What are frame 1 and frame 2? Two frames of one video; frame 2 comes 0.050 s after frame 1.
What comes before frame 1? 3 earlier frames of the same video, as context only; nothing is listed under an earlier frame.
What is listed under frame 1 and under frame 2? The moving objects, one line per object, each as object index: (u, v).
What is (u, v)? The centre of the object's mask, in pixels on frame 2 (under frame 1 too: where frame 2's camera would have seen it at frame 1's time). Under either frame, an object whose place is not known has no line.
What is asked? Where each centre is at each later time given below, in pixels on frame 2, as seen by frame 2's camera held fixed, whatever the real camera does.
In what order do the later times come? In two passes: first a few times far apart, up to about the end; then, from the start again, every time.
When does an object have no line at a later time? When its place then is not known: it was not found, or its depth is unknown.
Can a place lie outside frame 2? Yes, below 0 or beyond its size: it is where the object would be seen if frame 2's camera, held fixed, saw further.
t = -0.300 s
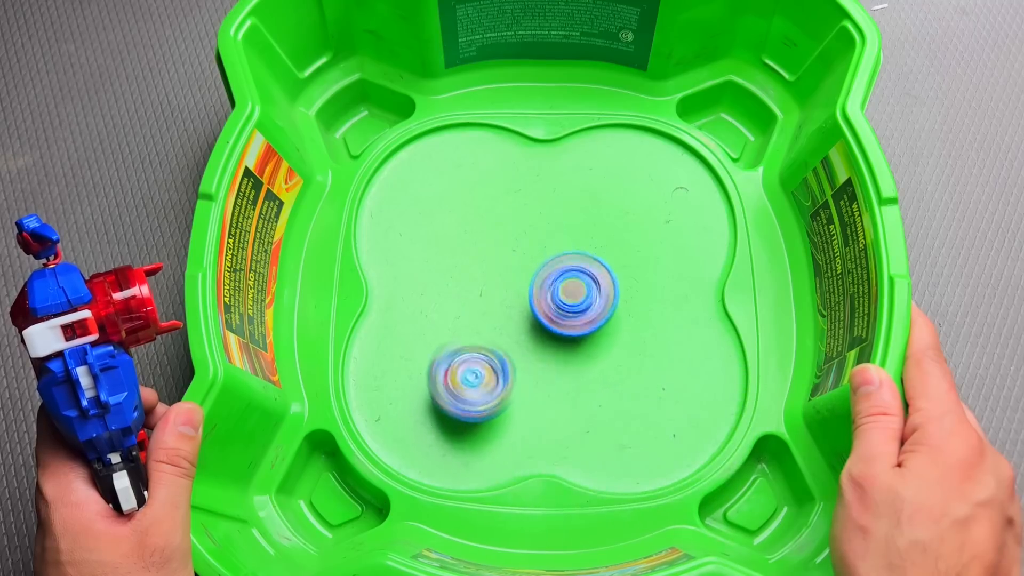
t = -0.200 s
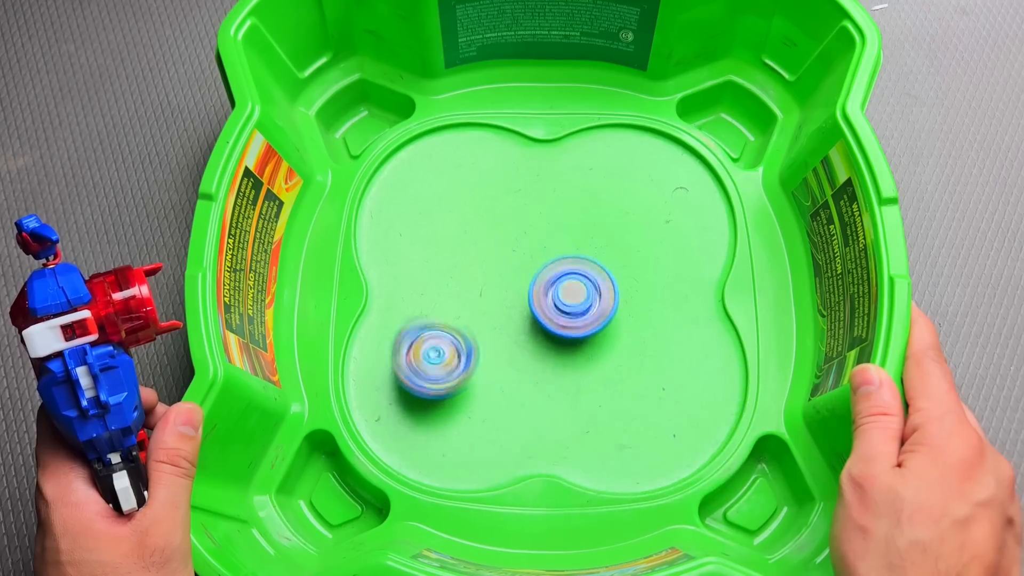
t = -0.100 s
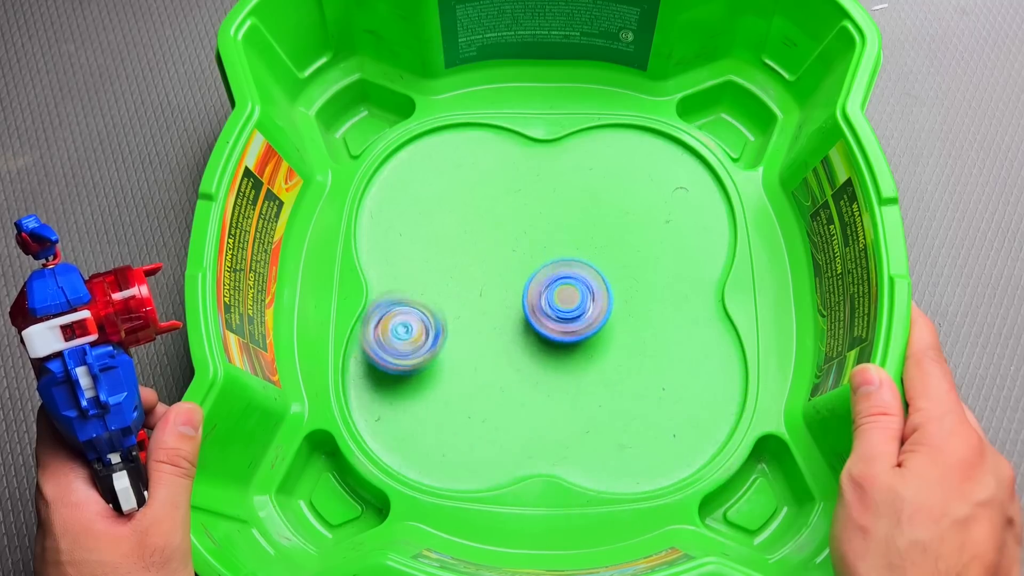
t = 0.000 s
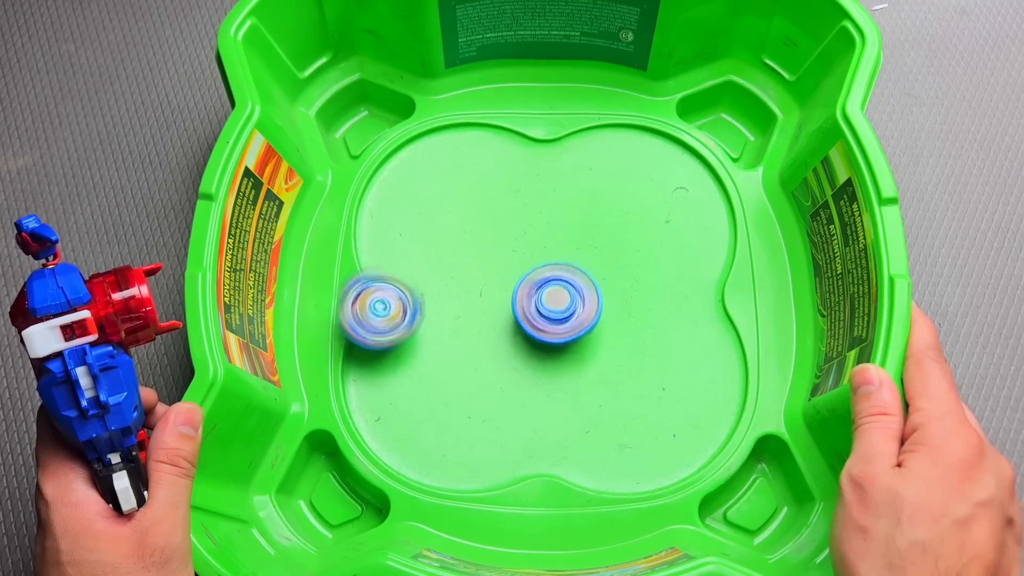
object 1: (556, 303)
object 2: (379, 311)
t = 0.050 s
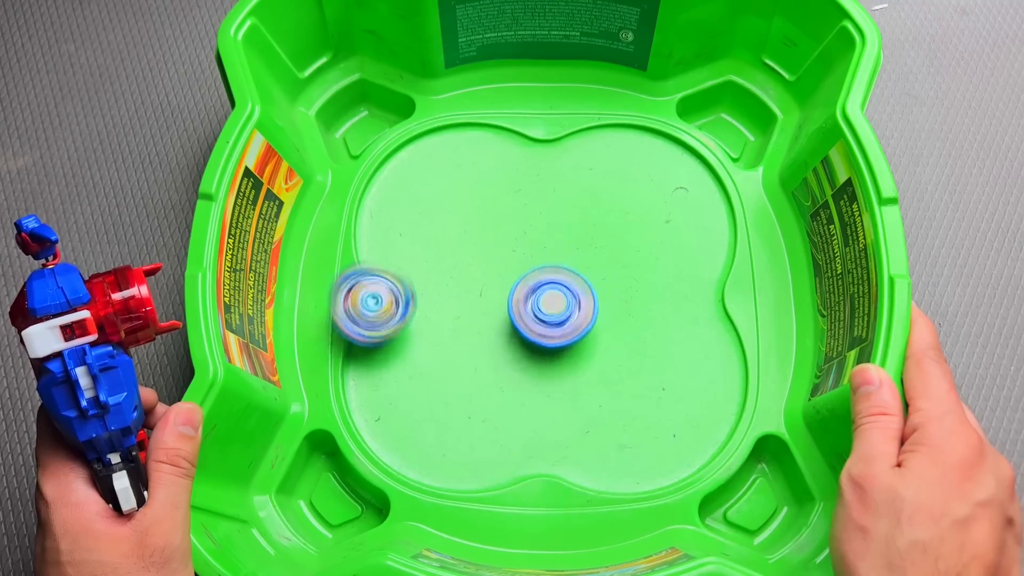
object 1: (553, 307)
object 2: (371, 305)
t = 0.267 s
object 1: (535, 315)
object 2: (420, 291)
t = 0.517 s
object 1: (539, 324)
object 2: (484, 234)
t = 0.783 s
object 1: (540, 302)
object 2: (564, 193)
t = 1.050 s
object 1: (519, 282)
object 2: (638, 211)
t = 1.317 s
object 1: (514, 286)
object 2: (653, 278)
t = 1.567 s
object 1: (535, 289)
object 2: (609, 346)
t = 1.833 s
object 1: (549, 284)
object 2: (532, 388)
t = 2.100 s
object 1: (547, 290)
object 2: (475, 374)
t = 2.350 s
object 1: (561, 288)
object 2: (433, 317)
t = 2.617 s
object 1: (569, 271)
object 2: (431, 263)
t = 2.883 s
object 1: (588, 304)
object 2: (436, 218)
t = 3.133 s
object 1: (628, 314)
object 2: (466, 214)
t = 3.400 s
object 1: (562, 305)
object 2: (482, 262)
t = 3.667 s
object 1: (556, 387)
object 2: (442, 254)
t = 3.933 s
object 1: (569, 364)
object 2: (479, 269)
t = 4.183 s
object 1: (534, 302)
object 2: (500, 244)
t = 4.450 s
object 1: (527, 309)
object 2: (508, 230)
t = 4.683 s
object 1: (532, 309)
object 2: (510, 229)
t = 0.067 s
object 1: (550, 307)
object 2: (373, 305)
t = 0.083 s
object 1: (550, 308)
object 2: (373, 307)
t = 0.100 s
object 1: (549, 309)
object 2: (375, 307)
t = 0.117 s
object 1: (546, 309)
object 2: (377, 307)
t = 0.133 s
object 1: (545, 311)
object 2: (379, 307)
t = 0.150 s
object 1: (544, 312)
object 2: (380, 304)
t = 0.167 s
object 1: (543, 312)
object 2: (386, 304)
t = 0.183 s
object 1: (540, 312)
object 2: (388, 302)
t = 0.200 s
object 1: (539, 313)
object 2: (395, 299)
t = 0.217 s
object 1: (538, 314)
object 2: (400, 297)
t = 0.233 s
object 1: (537, 314)
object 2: (406, 296)
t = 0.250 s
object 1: (535, 314)
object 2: (411, 294)
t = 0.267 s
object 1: (535, 315)
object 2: (420, 291)
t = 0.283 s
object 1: (534, 315)
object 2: (427, 289)
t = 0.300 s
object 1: (533, 315)
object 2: (433, 286)
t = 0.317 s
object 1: (531, 316)
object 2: (441, 283)
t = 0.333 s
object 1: (531, 316)
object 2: (448, 281)
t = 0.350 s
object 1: (531, 317)
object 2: (452, 271)
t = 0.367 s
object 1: (532, 320)
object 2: (457, 268)
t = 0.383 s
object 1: (534, 321)
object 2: (460, 262)
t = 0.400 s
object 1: (535, 322)
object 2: (462, 258)
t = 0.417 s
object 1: (535, 324)
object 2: (464, 255)
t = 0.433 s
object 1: (536, 325)
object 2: (468, 252)
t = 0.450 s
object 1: (537, 325)
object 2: (471, 250)
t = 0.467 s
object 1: (537, 325)
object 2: (472, 246)
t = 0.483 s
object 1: (539, 325)
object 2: (476, 242)
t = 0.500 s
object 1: (540, 324)
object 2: (480, 238)
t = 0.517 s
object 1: (539, 324)
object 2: (484, 234)
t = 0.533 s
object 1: (541, 324)
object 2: (488, 230)
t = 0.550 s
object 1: (542, 323)
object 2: (494, 226)
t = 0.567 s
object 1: (541, 322)
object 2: (497, 222)
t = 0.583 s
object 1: (542, 321)
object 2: (501, 218)
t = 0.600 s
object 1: (543, 319)
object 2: (507, 215)
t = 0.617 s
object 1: (543, 318)
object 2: (512, 212)
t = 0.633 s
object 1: (543, 318)
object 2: (516, 208)
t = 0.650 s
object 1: (544, 316)
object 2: (522, 206)
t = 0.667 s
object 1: (543, 315)
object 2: (528, 204)
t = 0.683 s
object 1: (544, 313)
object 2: (533, 202)
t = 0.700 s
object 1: (544, 311)
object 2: (538, 199)
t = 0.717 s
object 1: (542, 309)
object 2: (544, 197)
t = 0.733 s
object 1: (543, 308)
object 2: (548, 196)
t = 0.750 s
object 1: (542, 306)
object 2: (552, 194)
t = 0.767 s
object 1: (541, 305)
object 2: (558, 193)
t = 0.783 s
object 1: (540, 302)
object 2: (564, 193)
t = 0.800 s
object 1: (539, 299)
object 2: (568, 193)
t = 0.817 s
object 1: (537, 299)
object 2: (574, 191)
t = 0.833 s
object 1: (536, 296)
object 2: (581, 193)
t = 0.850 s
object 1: (535, 294)
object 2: (584, 194)
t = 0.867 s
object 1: (534, 293)
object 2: (589, 193)
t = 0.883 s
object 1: (533, 291)
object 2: (595, 194)
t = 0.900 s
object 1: (530, 289)
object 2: (601, 196)
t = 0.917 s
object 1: (530, 288)
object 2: (605, 197)
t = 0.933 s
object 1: (528, 286)
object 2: (610, 197)
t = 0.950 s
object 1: (526, 285)
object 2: (616, 200)
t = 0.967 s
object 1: (526, 285)
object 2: (619, 202)
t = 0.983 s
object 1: (524, 283)
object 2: (621, 203)
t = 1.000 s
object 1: (523, 284)
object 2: (627, 204)
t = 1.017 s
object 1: (522, 283)
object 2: (631, 207)
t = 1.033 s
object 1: (520, 282)
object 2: (634, 209)
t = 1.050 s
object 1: (519, 282)
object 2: (638, 211)
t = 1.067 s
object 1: (519, 281)
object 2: (642, 216)
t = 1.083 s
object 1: (517, 282)
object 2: (642, 219)
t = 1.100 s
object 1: (516, 282)
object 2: (644, 221)
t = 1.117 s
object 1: (515, 281)
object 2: (648, 224)
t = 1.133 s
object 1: (514, 282)
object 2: (650, 229)
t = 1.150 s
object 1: (514, 282)
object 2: (650, 233)
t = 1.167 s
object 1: (513, 281)
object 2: (653, 235)
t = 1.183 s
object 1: (513, 282)
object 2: (653, 241)
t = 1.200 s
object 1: (513, 282)
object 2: (654, 245)
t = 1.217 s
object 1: (512, 282)
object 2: (654, 249)
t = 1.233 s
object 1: (512, 283)
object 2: (656, 253)
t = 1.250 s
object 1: (513, 283)
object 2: (657, 260)
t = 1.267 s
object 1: (513, 284)
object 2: (655, 265)
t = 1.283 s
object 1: (514, 285)
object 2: (654, 268)
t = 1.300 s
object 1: (514, 285)
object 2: (655, 273)
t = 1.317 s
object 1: (514, 286)
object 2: (653, 278)
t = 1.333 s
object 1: (516, 286)
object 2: (650, 282)
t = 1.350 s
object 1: (516, 286)
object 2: (650, 285)
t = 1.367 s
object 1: (518, 287)
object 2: (649, 290)
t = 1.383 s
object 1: (519, 287)
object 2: (644, 296)
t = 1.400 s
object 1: (520, 287)
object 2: (642, 300)
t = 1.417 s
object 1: (522, 287)
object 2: (640, 304)
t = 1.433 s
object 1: (522, 287)
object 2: (637, 310)
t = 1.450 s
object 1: (525, 288)
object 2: (633, 316)
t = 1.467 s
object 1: (526, 288)
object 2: (630, 319)
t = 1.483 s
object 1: (527, 288)
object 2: (628, 323)
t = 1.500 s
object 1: (530, 290)
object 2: (625, 328)
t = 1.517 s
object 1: (531, 288)
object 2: (620, 333)
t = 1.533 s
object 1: (532, 290)
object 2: (616, 337)
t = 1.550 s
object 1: (534, 289)
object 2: (613, 342)
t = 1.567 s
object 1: (535, 289)
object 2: (609, 346)
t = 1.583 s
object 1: (537, 290)
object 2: (603, 349)
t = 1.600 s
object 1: (537, 288)
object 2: (599, 353)
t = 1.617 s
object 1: (540, 287)
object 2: (595, 356)
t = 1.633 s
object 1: (541, 286)
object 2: (591, 360)
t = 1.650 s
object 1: (542, 287)
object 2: (585, 363)
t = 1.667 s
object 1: (544, 286)
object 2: (581, 366)
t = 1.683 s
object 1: (543, 285)
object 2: (577, 369)
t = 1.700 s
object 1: (545, 285)
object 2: (572, 372)
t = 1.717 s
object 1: (545, 283)
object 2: (566, 374)
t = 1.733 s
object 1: (545, 284)
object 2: (562, 376)
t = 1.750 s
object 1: (546, 283)
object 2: (558, 379)
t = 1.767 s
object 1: (546, 283)
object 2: (551, 382)
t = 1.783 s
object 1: (548, 285)
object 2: (545, 382)
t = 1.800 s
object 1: (548, 284)
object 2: (542, 384)
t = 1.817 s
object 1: (549, 285)
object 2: (537, 387)
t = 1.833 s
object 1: (549, 284)
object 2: (532, 388)
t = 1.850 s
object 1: (548, 284)
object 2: (527, 388)
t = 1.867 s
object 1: (549, 285)
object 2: (523, 390)
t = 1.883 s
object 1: (548, 284)
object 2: (517, 391)
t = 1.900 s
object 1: (549, 285)
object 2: (511, 391)
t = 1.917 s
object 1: (549, 285)
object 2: (509, 389)
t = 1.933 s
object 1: (548, 286)
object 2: (506, 391)
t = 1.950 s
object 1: (549, 286)
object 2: (501, 392)
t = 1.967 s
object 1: (548, 286)
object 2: (498, 389)
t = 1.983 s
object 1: (549, 287)
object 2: (496, 388)
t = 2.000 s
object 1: (548, 286)
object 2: (492, 388)
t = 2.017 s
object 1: (548, 287)
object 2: (488, 386)
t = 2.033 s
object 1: (548, 287)
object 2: (485, 383)
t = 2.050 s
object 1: (547, 288)
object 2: (482, 381)
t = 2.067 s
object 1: (548, 289)
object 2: (481, 379)
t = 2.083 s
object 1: (546, 289)
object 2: (478, 377)
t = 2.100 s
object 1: (547, 290)
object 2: (475, 374)
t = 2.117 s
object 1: (546, 290)
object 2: (476, 368)
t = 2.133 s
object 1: (546, 291)
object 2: (475, 367)
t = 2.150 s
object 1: (545, 291)
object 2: (473, 365)
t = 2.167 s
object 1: (544, 293)
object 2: (471, 360)
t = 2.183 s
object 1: (545, 292)
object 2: (471, 355)
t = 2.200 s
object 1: (543, 294)
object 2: (471, 353)
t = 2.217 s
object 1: (544, 294)
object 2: (470, 348)
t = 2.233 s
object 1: (543, 295)
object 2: (469, 343)
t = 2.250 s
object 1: (543, 296)
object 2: (467, 337)
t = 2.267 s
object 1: (546, 293)
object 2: (458, 332)
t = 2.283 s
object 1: (549, 293)
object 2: (452, 329)
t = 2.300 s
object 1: (553, 291)
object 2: (447, 327)
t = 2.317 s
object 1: (556, 291)
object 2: (440, 324)
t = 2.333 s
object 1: (559, 290)
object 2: (436, 320)
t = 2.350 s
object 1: (561, 288)
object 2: (433, 317)
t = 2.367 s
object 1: (565, 288)
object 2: (431, 315)
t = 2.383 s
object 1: (567, 286)
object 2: (428, 314)
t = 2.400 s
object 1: (567, 285)
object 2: (428, 311)
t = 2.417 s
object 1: (569, 284)
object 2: (425, 309)
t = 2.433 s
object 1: (571, 282)
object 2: (422, 306)
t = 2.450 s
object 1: (572, 281)
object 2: (421, 302)
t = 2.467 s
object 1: (573, 279)
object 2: (419, 297)
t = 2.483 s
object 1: (574, 278)
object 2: (419, 293)
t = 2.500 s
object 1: (574, 276)
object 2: (420, 289)
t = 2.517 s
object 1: (574, 276)
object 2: (420, 284)
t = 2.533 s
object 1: (573, 273)
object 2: (421, 280)
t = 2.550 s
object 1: (573, 273)
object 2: (423, 276)
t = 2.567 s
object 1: (571, 272)
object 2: (424, 273)
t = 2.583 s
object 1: (571, 272)
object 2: (425, 270)
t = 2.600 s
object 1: (570, 271)
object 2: (428, 266)
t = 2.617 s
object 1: (569, 271)
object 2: (431, 263)
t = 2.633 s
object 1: (568, 270)
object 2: (435, 260)
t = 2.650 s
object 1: (566, 272)
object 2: (439, 258)
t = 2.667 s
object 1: (566, 271)
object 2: (441, 256)
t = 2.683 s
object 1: (564, 272)
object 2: (446, 253)
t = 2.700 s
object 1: (563, 272)
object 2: (451, 252)
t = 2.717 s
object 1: (560, 273)
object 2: (455, 251)
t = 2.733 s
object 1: (560, 274)
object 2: (459, 251)
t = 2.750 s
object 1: (557, 274)
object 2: (463, 251)
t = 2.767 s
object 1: (557, 275)
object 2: (467, 251)
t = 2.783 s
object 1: (557, 279)
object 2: (466, 246)
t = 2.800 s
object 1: (563, 283)
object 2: (462, 235)
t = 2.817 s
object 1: (569, 288)
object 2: (458, 234)
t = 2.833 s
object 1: (573, 293)
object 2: (450, 233)
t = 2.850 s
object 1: (578, 297)
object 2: (440, 227)
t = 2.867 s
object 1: (583, 300)
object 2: (437, 220)
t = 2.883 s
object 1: (588, 304)
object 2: (436, 218)
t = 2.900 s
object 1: (592, 306)
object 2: (432, 218)
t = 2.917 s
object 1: (598, 309)
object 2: (429, 216)
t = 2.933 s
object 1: (603, 312)
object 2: (429, 213)
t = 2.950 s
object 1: (608, 313)
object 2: (431, 211)
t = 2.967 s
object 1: (612, 314)
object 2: (433, 209)
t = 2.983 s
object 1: (616, 316)
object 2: (437, 209)
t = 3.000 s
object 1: (619, 315)
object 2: (439, 209)
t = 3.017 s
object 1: (623, 317)
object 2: (441, 209)
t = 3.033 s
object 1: (624, 317)
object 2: (443, 208)
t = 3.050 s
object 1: (626, 317)
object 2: (447, 208)
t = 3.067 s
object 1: (626, 316)
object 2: (451, 208)
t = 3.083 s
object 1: (628, 316)
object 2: (456, 209)
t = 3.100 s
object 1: (628, 315)
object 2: (460, 211)
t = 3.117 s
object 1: (629, 313)
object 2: (463, 212)
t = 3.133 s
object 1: (628, 314)
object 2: (466, 214)
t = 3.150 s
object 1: (627, 311)
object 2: (469, 216)
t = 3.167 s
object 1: (626, 311)
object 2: (471, 218)
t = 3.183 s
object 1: (624, 310)
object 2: (473, 222)
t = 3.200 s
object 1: (622, 309)
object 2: (474, 225)
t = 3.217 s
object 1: (618, 308)
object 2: (476, 228)
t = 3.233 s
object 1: (617, 307)
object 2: (477, 232)
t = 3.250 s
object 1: (612, 306)
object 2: (478, 235)
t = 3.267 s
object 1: (610, 305)
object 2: (478, 238)
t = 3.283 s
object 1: (605, 304)
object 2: (477, 240)
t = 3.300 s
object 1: (600, 303)
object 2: (477, 243)
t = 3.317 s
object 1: (594, 303)
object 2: (478, 244)
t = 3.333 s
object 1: (588, 302)
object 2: (480, 247)
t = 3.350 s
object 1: (582, 303)
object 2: (481, 253)
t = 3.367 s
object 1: (575, 303)
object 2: (481, 256)
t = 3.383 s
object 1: (569, 303)
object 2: (482, 260)
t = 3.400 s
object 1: (562, 305)
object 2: (482, 262)
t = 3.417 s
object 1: (555, 306)
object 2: (482, 265)
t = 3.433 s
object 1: (550, 309)
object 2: (480, 267)
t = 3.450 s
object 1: (549, 317)
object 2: (475, 266)
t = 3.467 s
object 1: (548, 323)
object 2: (472, 260)
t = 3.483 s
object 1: (547, 330)
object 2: (469, 258)
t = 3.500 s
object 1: (547, 335)
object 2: (464, 260)
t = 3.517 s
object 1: (546, 342)
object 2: (456, 261)
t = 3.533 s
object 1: (546, 347)
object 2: (449, 261)
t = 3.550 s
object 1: (547, 352)
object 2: (445, 261)
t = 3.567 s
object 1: (548, 359)
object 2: (440, 259)
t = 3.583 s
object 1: (547, 365)
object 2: (439, 257)
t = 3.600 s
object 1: (548, 370)
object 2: (438, 256)
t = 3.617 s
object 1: (551, 375)
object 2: (438, 254)
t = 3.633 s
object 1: (552, 380)
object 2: (438, 254)
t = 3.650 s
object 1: (555, 384)
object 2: (439, 256)
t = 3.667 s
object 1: (556, 387)
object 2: (442, 254)
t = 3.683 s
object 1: (559, 390)
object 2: (445, 254)
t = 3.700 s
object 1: (560, 391)
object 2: (447, 256)
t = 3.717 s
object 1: (562, 391)
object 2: (450, 258)
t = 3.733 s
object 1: (563, 392)
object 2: (453, 260)
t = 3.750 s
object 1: (564, 392)
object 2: (455, 262)
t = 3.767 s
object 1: (566, 391)
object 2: (457, 264)
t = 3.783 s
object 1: (566, 391)
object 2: (459, 267)
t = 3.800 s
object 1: (568, 388)
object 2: (461, 268)
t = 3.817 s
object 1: (569, 388)
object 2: (463, 270)
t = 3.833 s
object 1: (568, 386)
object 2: (465, 271)
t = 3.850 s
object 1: (570, 383)
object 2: (467, 272)
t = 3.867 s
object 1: (570, 380)
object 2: (469, 272)
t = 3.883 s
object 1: (569, 376)
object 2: (470, 270)
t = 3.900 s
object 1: (571, 373)
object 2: (472, 268)
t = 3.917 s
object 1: (569, 369)
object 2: (475, 268)
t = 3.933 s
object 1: (569, 364)
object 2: (479, 269)
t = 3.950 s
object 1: (567, 359)
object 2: (483, 270)
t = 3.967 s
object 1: (565, 353)
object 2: (487, 270)
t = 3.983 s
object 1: (563, 346)
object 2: (490, 271)
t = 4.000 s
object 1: (561, 342)
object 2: (494, 271)
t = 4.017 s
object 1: (558, 336)
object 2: (497, 271)
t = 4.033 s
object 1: (555, 331)
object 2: (501, 270)
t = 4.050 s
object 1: (553, 325)
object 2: (504, 269)
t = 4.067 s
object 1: (549, 321)
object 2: (505, 267)
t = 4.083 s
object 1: (546, 315)
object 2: (505, 265)
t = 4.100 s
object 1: (543, 311)
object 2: (505, 262)
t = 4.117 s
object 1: (542, 308)
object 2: (504, 258)
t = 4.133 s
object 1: (538, 306)
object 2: (504, 253)
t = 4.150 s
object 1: (536, 303)
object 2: (502, 251)
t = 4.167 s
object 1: (534, 301)
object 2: (499, 249)
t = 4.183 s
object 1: (534, 302)
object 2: (500, 244)
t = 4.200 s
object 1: (532, 303)
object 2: (502, 239)
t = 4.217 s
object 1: (532, 304)
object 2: (503, 236)
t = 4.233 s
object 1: (531, 305)
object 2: (505, 233)
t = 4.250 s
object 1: (529, 305)
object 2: (506, 230)
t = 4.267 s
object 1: (529, 307)
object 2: (508, 229)
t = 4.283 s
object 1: (527, 308)
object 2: (508, 227)
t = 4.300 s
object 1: (527, 308)
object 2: (509, 225)
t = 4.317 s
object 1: (528, 307)
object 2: (510, 223)
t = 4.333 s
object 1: (528, 310)
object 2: (510, 223)
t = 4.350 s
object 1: (526, 311)
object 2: (510, 223)
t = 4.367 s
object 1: (527, 310)
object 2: (510, 224)
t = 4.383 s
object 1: (528, 310)
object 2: (510, 225)
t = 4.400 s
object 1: (527, 310)
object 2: (509, 227)
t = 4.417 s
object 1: (527, 309)
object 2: (509, 228)
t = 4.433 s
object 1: (527, 308)
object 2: (508, 229)
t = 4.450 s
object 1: (527, 309)
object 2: (508, 230)
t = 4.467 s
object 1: (526, 308)
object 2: (508, 230)
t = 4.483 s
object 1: (527, 309)
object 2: (507, 230)
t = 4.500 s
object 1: (526, 309)
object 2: (507, 230)
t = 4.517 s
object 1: (526, 309)
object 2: (508, 231)
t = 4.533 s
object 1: (527, 309)
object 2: (508, 231)
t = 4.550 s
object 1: (528, 310)
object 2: (509, 230)
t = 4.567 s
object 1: (527, 311)
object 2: (509, 229)
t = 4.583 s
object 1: (528, 310)
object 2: (510, 228)
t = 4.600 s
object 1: (529, 311)
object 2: (510, 227)
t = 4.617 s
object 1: (529, 311)
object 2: (510, 227)
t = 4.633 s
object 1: (530, 311)
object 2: (510, 228)
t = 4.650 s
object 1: (531, 310)
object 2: (510, 229)
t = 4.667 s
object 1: (531, 310)
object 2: (510, 229)
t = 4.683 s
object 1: (532, 309)
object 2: (510, 229)
